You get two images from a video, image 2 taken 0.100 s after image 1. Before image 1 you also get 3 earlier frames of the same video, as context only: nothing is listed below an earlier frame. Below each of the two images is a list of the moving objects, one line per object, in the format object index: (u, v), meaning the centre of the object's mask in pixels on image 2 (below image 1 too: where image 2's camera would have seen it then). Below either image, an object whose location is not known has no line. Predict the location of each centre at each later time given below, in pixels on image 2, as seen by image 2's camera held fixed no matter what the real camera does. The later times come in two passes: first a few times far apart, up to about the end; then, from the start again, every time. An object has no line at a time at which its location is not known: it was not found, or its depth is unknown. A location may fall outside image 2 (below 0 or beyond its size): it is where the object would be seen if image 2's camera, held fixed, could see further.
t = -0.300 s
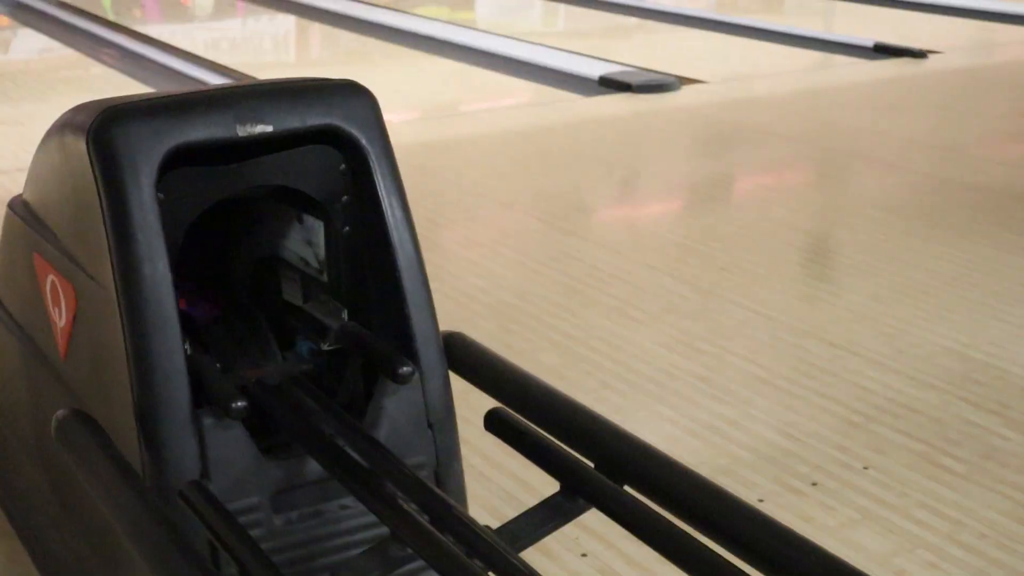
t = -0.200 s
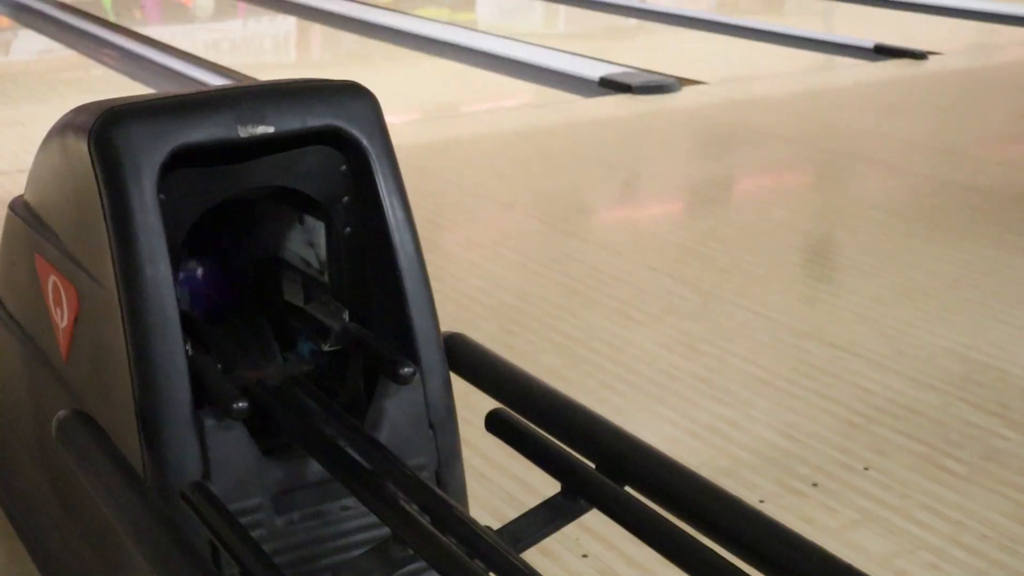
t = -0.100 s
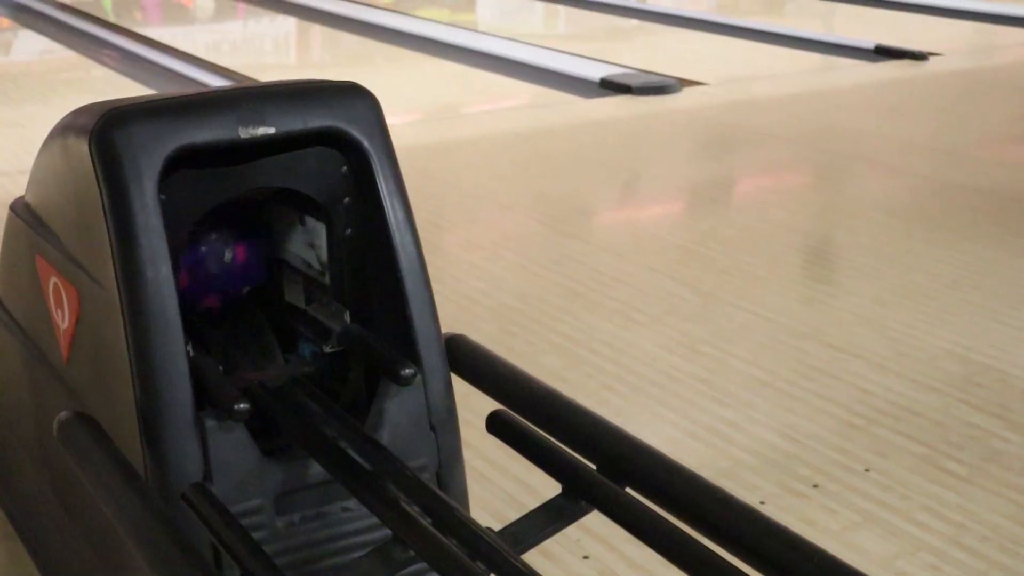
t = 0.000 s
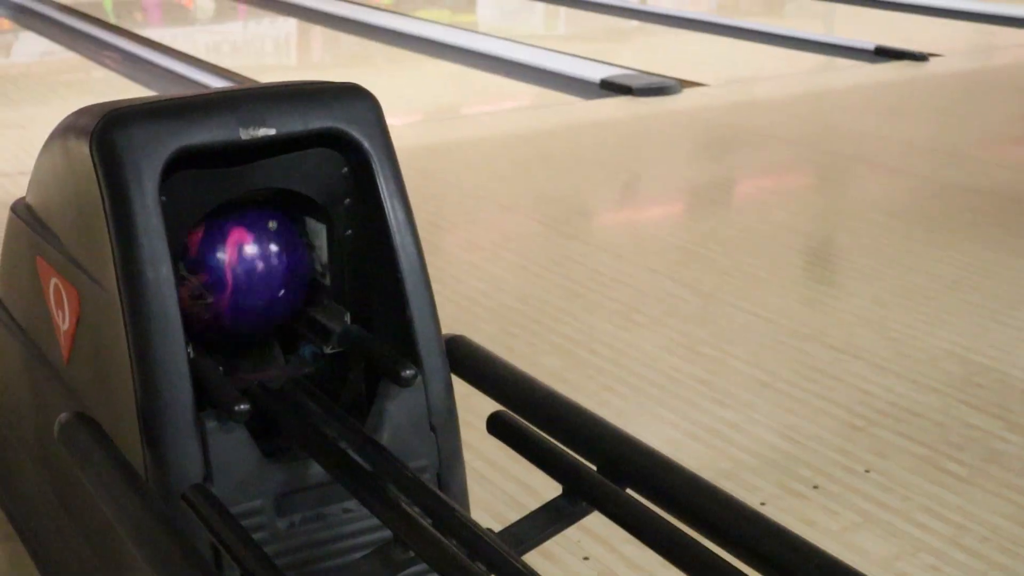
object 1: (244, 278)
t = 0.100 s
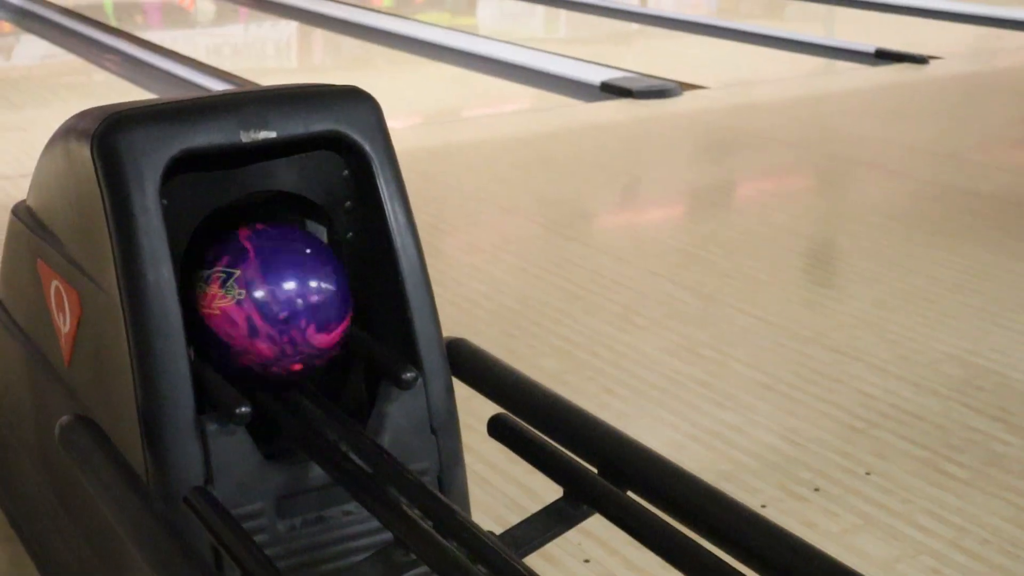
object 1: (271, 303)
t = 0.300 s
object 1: (334, 352)
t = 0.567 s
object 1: (394, 394)
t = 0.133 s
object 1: (282, 317)
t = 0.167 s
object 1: (296, 325)
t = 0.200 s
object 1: (308, 333)
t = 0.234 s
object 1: (317, 340)
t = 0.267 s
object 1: (327, 346)
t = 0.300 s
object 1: (334, 352)
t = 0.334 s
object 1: (339, 358)
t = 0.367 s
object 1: (344, 363)
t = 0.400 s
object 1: (350, 368)
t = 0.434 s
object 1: (358, 372)
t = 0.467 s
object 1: (367, 379)
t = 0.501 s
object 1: (376, 385)
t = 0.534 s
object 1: (386, 389)
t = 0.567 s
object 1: (394, 394)
